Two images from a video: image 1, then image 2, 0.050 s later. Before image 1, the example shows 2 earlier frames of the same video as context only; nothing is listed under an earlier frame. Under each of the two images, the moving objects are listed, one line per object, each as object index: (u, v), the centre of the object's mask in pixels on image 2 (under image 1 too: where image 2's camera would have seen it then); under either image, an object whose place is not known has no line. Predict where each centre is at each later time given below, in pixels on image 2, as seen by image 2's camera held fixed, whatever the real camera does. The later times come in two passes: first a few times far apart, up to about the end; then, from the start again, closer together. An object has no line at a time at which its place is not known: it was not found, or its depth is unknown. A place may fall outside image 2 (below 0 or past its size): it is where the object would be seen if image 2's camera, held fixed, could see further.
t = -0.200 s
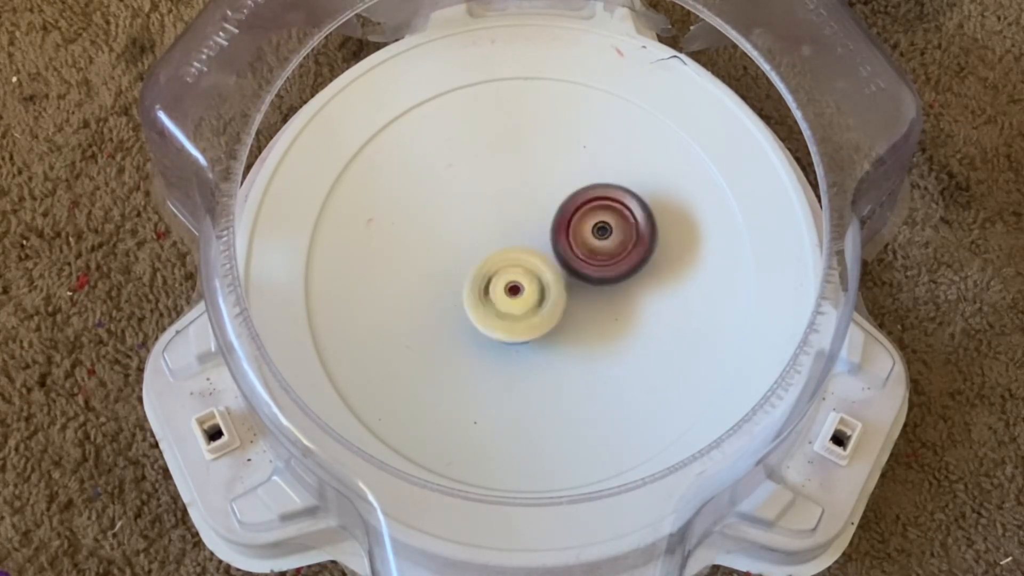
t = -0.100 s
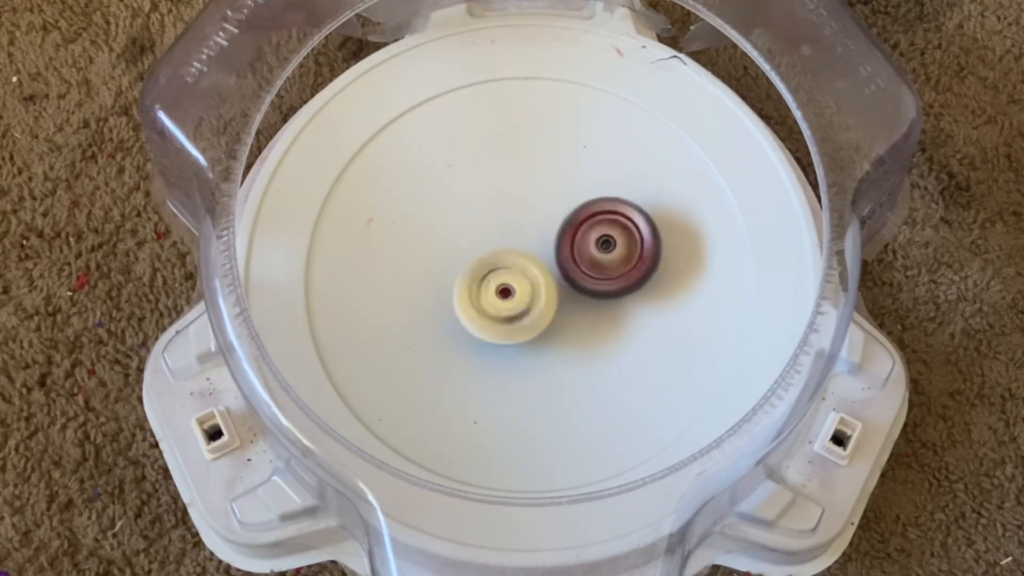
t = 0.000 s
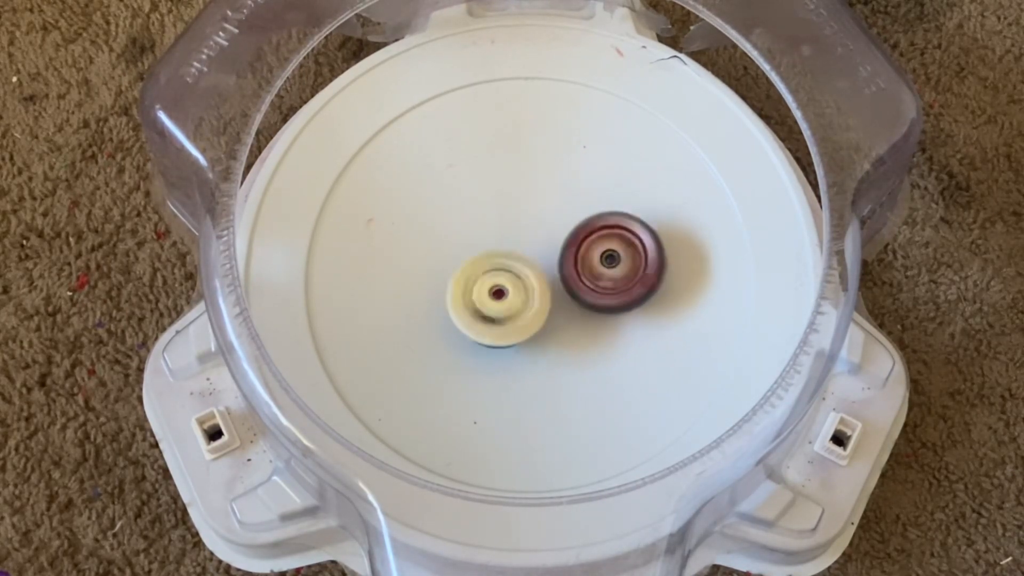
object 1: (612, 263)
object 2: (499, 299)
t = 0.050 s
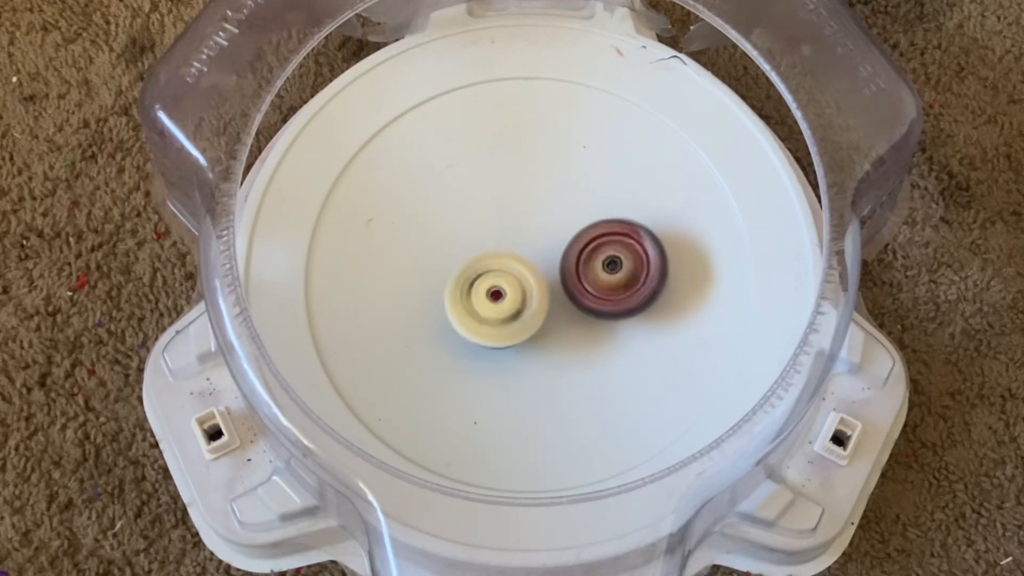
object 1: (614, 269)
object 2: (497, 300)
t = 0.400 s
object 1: (607, 304)
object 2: (498, 279)
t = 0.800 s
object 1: (560, 336)
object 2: (493, 256)
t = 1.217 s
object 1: (504, 343)
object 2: (495, 229)
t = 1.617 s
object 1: (459, 316)
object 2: (502, 220)
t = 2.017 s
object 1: (442, 288)
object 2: (532, 196)
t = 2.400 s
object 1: (459, 246)
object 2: (592, 241)
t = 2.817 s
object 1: (471, 196)
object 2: (643, 275)
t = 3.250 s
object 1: (465, 227)
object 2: (646, 286)
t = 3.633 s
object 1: (394, 159)
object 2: (679, 461)
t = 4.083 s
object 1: (456, 252)
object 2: (570, 356)
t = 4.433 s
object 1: (502, 162)
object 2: (526, 371)
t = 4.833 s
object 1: (574, 183)
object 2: (423, 260)
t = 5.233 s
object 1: (636, 286)
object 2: (457, 237)
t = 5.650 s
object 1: (623, 334)
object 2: (563, 202)
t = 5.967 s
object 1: (503, 330)
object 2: (592, 229)
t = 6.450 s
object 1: (395, 318)
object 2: (580, 321)
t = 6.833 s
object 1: (452, 197)
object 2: (549, 399)
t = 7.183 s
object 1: (491, 120)
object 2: (556, 377)
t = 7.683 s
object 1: (694, 260)
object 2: (465, 229)
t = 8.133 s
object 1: (618, 290)
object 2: (517, 219)
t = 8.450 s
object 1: (452, 388)
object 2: (560, 213)
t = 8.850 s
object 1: (440, 351)
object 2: (581, 277)
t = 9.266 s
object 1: (470, 149)
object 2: (535, 321)
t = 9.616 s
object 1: (511, 171)
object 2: (482, 299)
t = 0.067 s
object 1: (614, 271)
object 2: (496, 300)
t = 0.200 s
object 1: (616, 286)
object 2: (497, 300)
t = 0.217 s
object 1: (616, 288)
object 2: (498, 299)
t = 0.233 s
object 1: (616, 289)
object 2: (498, 298)
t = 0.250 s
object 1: (616, 291)
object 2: (498, 296)
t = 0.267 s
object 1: (615, 292)
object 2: (499, 295)
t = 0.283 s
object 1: (614, 294)
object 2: (499, 293)
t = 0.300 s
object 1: (613, 296)
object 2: (499, 291)
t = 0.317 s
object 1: (612, 297)
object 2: (499, 289)
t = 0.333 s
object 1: (612, 299)
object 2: (499, 287)
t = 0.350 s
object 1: (611, 301)
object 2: (499, 285)
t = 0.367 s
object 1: (610, 302)
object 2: (498, 283)
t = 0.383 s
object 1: (609, 303)
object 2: (498, 281)
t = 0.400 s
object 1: (607, 304)
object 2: (498, 279)
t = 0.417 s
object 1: (606, 306)
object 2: (498, 277)
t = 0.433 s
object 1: (604, 307)
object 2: (496, 275)
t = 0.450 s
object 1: (603, 309)
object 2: (495, 273)
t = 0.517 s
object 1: (595, 315)
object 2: (493, 267)
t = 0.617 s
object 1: (583, 323)
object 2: (491, 261)
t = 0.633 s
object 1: (581, 325)
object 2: (491, 260)
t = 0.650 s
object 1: (579, 326)
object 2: (490, 259)
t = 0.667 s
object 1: (577, 327)
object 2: (490, 259)
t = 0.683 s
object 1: (575, 329)
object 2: (490, 258)
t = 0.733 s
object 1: (568, 331)
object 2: (491, 258)
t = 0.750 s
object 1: (566, 332)
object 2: (492, 258)
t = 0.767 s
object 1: (564, 333)
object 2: (492, 258)
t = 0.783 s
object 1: (561, 335)
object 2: (492, 257)
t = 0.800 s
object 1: (560, 336)
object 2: (493, 256)
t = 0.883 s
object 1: (551, 339)
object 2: (491, 249)
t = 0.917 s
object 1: (546, 340)
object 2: (490, 247)
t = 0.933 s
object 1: (544, 341)
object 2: (490, 245)
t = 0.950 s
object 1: (541, 342)
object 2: (490, 245)
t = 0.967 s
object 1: (540, 342)
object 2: (490, 243)
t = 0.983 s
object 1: (537, 342)
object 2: (490, 242)
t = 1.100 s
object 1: (520, 341)
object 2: (491, 240)
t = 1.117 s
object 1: (518, 341)
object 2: (492, 240)
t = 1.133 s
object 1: (516, 341)
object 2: (492, 240)
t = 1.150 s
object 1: (513, 340)
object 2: (493, 240)
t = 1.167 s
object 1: (511, 341)
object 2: (493, 239)
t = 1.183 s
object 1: (508, 342)
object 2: (493, 235)
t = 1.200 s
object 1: (506, 344)
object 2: (495, 232)
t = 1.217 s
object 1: (504, 343)
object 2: (495, 229)
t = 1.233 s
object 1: (502, 343)
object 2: (495, 227)
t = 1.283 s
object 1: (494, 340)
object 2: (497, 221)
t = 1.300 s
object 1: (492, 340)
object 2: (497, 219)
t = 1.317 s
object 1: (490, 340)
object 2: (497, 218)
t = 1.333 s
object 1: (489, 339)
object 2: (498, 218)
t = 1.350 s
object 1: (487, 337)
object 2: (497, 218)
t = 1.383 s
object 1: (483, 335)
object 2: (497, 219)
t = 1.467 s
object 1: (475, 329)
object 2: (497, 221)
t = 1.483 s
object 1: (473, 327)
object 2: (496, 221)
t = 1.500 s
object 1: (471, 325)
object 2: (496, 221)
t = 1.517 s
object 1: (469, 324)
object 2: (496, 222)
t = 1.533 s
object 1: (468, 323)
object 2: (496, 222)
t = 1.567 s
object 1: (465, 319)
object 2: (497, 222)
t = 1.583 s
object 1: (464, 318)
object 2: (497, 222)
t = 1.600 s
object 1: (463, 316)
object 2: (498, 222)
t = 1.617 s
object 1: (459, 316)
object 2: (502, 220)
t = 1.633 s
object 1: (456, 317)
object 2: (506, 216)
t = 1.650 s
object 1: (453, 318)
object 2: (510, 212)
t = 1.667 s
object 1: (452, 317)
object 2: (515, 208)
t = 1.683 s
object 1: (451, 316)
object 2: (520, 205)
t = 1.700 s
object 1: (449, 315)
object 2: (522, 202)
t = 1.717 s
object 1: (448, 313)
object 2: (525, 199)
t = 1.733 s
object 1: (446, 312)
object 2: (528, 197)
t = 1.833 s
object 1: (442, 305)
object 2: (534, 191)
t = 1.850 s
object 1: (442, 304)
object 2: (534, 191)
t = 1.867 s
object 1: (442, 302)
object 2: (535, 191)
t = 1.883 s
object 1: (442, 301)
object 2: (534, 192)
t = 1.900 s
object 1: (441, 299)
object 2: (533, 192)
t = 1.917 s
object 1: (441, 298)
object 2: (533, 193)
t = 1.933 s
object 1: (441, 296)
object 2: (533, 193)
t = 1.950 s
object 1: (442, 295)
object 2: (532, 193)
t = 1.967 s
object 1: (442, 293)
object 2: (532, 194)
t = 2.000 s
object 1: (443, 289)
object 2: (531, 195)
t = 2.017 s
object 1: (442, 288)
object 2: (532, 196)
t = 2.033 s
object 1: (443, 286)
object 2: (532, 197)
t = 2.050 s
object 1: (444, 284)
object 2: (533, 197)
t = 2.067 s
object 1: (445, 282)
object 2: (533, 198)
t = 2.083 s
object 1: (446, 280)
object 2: (534, 199)
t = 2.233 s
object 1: (454, 261)
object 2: (550, 218)
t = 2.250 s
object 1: (455, 259)
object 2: (554, 221)
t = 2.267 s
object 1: (456, 256)
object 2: (557, 224)
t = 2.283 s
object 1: (454, 255)
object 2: (562, 226)
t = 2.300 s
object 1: (454, 254)
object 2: (568, 228)
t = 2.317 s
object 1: (454, 253)
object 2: (573, 231)
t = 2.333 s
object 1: (455, 251)
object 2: (577, 234)
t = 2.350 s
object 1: (456, 250)
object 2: (582, 236)
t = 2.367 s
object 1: (457, 248)
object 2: (587, 238)
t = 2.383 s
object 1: (457, 248)
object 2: (590, 239)
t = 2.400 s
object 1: (459, 246)
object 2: (592, 241)
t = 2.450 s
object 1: (463, 242)
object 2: (600, 245)
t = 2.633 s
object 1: (483, 231)
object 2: (605, 250)
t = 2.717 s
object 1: (494, 226)
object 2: (601, 249)
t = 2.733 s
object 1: (496, 225)
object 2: (600, 248)
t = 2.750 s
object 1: (499, 223)
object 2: (599, 249)
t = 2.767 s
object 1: (500, 222)
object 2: (599, 249)
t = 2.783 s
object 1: (491, 213)
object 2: (613, 256)
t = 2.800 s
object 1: (480, 204)
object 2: (628, 267)
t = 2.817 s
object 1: (471, 196)
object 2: (643, 275)
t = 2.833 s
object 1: (463, 189)
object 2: (655, 284)
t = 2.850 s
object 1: (455, 183)
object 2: (667, 292)
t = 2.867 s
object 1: (450, 181)
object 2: (677, 298)
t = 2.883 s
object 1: (447, 179)
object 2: (687, 303)
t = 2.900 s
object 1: (444, 179)
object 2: (695, 308)
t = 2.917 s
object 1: (442, 179)
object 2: (701, 311)
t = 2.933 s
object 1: (440, 181)
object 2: (707, 312)
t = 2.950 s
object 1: (440, 183)
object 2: (710, 314)
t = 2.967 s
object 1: (439, 185)
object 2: (714, 315)
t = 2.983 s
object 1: (439, 186)
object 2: (715, 316)
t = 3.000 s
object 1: (438, 188)
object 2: (716, 315)
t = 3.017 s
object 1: (438, 191)
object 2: (716, 315)
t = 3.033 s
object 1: (439, 193)
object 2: (713, 314)
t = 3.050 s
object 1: (440, 196)
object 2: (711, 314)
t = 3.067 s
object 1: (440, 198)
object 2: (707, 313)
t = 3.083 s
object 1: (440, 201)
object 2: (704, 311)
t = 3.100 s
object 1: (442, 204)
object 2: (699, 308)
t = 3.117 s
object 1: (444, 206)
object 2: (694, 306)
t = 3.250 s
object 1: (465, 227)
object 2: (646, 286)
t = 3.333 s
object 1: (483, 239)
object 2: (608, 282)
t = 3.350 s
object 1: (486, 241)
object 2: (601, 282)
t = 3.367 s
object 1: (490, 243)
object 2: (593, 283)
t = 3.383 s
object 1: (488, 237)
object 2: (593, 290)
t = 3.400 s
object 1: (472, 220)
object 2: (608, 312)
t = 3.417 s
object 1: (457, 205)
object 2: (623, 330)
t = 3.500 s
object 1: (410, 152)
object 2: (671, 411)
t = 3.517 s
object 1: (406, 149)
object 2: (672, 416)
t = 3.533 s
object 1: (403, 147)
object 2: (674, 421)
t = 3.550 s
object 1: (401, 148)
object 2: (679, 436)
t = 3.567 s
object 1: (399, 150)
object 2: (682, 446)
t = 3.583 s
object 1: (397, 151)
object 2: (682, 450)
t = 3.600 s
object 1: (396, 154)
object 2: (681, 455)
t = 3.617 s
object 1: (395, 157)
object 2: (680, 459)
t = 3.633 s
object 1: (394, 159)
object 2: (679, 461)
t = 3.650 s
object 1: (393, 162)
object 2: (677, 463)
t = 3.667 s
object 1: (394, 165)
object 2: (675, 464)
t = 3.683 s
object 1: (393, 167)
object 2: (673, 464)
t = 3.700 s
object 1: (393, 170)
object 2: (671, 463)
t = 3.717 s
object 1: (394, 174)
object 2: (669, 462)
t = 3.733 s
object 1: (394, 176)
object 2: (667, 459)
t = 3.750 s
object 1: (395, 180)
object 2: (664, 455)
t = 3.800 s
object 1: (399, 190)
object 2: (659, 446)
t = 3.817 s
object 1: (401, 193)
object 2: (653, 435)
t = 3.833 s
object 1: (402, 197)
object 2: (653, 432)
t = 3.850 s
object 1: (404, 200)
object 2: (653, 433)
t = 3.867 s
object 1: (408, 204)
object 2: (650, 427)
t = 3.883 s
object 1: (409, 207)
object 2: (650, 424)
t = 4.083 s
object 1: (456, 252)
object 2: (570, 356)
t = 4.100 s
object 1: (464, 257)
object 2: (561, 351)
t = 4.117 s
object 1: (471, 261)
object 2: (549, 344)
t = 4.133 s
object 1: (478, 260)
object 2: (542, 343)
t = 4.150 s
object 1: (479, 243)
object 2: (545, 358)
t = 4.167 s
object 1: (480, 226)
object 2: (544, 370)
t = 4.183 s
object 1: (483, 212)
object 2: (545, 381)
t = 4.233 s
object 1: (489, 183)
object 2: (547, 402)
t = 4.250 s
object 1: (491, 178)
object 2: (548, 403)
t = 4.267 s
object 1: (493, 173)
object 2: (547, 405)
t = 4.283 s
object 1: (494, 171)
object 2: (549, 405)
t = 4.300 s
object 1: (495, 169)
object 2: (548, 403)
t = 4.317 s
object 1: (495, 168)
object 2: (547, 402)
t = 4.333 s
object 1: (497, 167)
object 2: (546, 399)
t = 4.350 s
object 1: (497, 166)
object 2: (544, 395)
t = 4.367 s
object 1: (498, 165)
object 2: (541, 392)
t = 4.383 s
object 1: (498, 164)
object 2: (537, 388)
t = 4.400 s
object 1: (499, 163)
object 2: (534, 382)
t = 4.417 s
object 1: (501, 162)
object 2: (530, 377)
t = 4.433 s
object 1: (502, 162)
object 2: (526, 371)
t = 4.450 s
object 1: (503, 162)
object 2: (522, 365)
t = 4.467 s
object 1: (504, 162)
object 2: (520, 360)
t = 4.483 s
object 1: (506, 163)
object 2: (515, 354)
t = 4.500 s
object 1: (507, 163)
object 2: (511, 347)
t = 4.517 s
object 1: (509, 164)
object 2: (508, 340)
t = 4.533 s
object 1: (510, 164)
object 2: (503, 335)
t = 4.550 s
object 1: (511, 166)
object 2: (499, 328)
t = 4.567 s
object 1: (513, 166)
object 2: (497, 321)
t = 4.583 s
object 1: (515, 168)
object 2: (492, 315)
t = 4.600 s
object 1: (517, 169)
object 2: (488, 309)
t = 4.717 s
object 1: (529, 182)
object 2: (470, 270)
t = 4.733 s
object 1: (530, 185)
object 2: (467, 264)
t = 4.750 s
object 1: (533, 187)
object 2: (466, 259)
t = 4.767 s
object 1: (542, 184)
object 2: (455, 260)
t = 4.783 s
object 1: (552, 183)
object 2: (445, 261)
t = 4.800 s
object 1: (561, 181)
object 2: (437, 260)
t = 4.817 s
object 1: (568, 183)
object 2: (430, 261)
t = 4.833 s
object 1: (574, 183)
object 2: (423, 260)
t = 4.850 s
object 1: (578, 185)
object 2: (419, 258)
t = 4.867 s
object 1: (583, 187)
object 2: (418, 257)
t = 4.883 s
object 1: (586, 190)
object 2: (415, 256)
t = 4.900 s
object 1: (590, 193)
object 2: (414, 254)
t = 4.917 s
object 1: (592, 196)
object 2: (415, 253)
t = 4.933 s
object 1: (596, 200)
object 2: (414, 253)
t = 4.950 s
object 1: (598, 203)
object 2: (414, 251)
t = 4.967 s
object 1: (602, 207)
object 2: (416, 251)
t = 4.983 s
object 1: (604, 211)
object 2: (417, 251)
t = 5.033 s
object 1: (612, 225)
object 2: (424, 251)
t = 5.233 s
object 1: (636, 286)
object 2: (457, 237)
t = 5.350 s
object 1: (643, 310)
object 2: (485, 222)
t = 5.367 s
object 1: (642, 313)
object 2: (491, 220)
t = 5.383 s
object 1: (643, 314)
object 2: (496, 219)
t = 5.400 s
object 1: (642, 317)
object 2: (499, 216)
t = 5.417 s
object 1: (642, 318)
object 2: (505, 215)
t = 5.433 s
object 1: (640, 320)
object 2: (509, 213)
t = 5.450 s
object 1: (640, 320)
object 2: (513, 210)
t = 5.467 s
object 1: (639, 322)
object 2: (517, 209)
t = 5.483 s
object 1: (639, 323)
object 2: (524, 208)
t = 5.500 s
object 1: (637, 325)
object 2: (528, 205)
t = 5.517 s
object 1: (637, 325)
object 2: (531, 204)
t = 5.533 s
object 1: (635, 327)
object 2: (537, 203)
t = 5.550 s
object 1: (634, 328)
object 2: (541, 202)
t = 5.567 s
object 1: (632, 330)
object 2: (544, 202)
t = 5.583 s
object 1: (631, 330)
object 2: (548, 201)
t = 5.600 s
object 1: (629, 331)
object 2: (552, 201)
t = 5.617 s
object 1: (627, 332)
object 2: (556, 201)
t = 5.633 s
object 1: (624, 333)
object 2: (559, 201)
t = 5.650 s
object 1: (623, 334)
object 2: (563, 202)
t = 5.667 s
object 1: (620, 335)
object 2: (565, 202)
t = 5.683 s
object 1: (618, 335)
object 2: (567, 202)
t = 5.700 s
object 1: (614, 336)
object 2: (569, 203)
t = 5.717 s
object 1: (611, 336)
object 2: (573, 204)
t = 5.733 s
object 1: (606, 336)
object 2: (575, 204)
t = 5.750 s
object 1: (602, 335)
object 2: (576, 206)
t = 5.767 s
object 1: (596, 335)
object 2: (580, 207)
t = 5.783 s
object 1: (591, 334)
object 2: (581, 208)
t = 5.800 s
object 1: (584, 334)
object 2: (582, 210)
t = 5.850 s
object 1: (563, 332)
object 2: (586, 214)
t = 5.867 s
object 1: (555, 332)
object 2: (587, 216)
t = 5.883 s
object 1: (547, 331)
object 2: (589, 218)
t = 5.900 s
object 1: (538, 331)
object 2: (589, 220)
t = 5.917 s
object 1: (530, 330)
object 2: (590, 221)
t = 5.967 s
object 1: (503, 330)
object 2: (592, 229)
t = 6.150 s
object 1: (421, 328)
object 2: (600, 266)
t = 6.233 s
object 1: (403, 326)
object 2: (599, 283)
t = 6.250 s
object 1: (401, 325)
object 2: (599, 286)
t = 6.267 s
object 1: (400, 325)
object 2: (598, 290)
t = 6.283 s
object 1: (398, 324)
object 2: (597, 294)
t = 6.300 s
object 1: (398, 324)
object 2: (596, 296)
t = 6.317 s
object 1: (397, 323)
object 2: (596, 299)
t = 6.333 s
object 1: (397, 323)
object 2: (593, 303)
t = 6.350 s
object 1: (395, 322)
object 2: (591, 305)
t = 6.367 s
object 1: (396, 322)
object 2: (590, 308)
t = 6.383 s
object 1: (395, 321)
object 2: (589, 311)
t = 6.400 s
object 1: (395, 321)
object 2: (586, 314)
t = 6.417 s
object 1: (394, 320)
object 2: (584, 317)
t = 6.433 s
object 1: (396, 319)
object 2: (581, 319)
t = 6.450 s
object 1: (395, 318)
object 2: (580, 321)
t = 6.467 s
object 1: (397, 317)
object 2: (578, 324)
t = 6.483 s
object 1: (397, 316)
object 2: (574, 326)
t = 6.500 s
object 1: (398, 314)
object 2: (572, 328)
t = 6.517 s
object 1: (399, 313)
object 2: (570, 330)
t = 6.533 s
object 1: (401, 311)
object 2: (567, 332)
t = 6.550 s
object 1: (402, 310)
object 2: (564, 334)
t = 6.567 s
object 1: (404, 308)
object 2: (560, 335)
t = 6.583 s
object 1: (406, 308)
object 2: (558, 337)
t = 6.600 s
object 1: (408, 305)
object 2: (555, 339)
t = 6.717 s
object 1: (436, 288)
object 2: (530, 343)
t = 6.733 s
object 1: (441, 283)
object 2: (527, 343)
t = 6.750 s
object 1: (447, 279)
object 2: (524, 343)
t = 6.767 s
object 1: (452, 272)
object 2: (521, 346)
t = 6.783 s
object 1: (452, 253)
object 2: (528, 361)
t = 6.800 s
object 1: (451, 233)
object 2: (538, 375)
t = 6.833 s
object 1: (452, 197)
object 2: (549, 399)
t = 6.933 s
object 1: (461, 125)
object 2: (567, 430)
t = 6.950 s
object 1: (462, 116)
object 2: (568, 431)
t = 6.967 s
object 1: (462, 107)
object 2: (570, 431)
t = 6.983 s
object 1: (463, 99)
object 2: (571, 430)
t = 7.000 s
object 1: (462, 92)
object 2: (570, 428)
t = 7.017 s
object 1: (464, 85)
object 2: (570, 425)
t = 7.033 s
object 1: (465, 81)
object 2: (569, 421)
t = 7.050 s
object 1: (467, 78)
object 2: (568, 418)
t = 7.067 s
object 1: (469, 78)
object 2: (570, 414)
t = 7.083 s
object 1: (471, 80)
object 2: (568, 410)
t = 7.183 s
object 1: (491, 120)
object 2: (556, 377)
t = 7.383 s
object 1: (561, 201)
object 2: (504, 297)
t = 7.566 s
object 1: (648, 248)
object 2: (471, 247)
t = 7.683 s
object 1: (694, 260)
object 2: (465, 229)
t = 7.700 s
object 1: (698, 262)
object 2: (465, 228)
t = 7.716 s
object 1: (700, 263)
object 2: (465, 226)
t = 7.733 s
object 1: (703, 263)
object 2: (466, 225)
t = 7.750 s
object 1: (704, 264)
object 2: (468, 224)
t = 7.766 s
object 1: (704, 264)
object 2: (468, 223)
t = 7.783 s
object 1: (704, 265)
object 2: (469, 222)
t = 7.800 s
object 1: (702, 265)
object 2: (470, 222)
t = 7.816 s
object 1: (702, 265)
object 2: (471, 221)
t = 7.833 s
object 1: (701, 266)
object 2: (471, 222)
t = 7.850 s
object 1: (700, 265)
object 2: (475, 221)
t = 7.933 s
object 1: (691, 267)
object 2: (482, 222)
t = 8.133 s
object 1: (618, 290)
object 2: (517, 219)
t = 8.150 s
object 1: (609, 293)
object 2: (521, 218)
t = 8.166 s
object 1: (599, 297)
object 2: (527, 220)
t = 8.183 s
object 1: (588, 301)
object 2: (530, 219)
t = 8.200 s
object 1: (578, 306)
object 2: (533, 218)
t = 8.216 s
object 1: (568, 315)
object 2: (534, 213)
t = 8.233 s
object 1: (558, 322)
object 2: (536, 209)
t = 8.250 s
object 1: (549, 329)
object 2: (538, 207)
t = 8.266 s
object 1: (538, 335)
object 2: (539, 205)
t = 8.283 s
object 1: (530, 341)
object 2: (542, 205)
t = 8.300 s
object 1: (520, 347)
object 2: (544, 204)
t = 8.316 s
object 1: (512, 352)
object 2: (545, 205)
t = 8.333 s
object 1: (504, 357)
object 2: (547, 205)
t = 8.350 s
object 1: (494, 362)
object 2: (549, 206)
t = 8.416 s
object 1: (465, 380)
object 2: (557, 211)
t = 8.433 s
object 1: (457, 385)
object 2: (559, 213)
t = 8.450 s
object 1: (452, 388)
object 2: (560, 213)
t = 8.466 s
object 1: (446, 392)
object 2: (561, 216)
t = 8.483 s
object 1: (440, 394)
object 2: (563, 218)
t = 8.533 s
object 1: (430, 398)
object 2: (569, 225)
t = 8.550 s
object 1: (427, 399)
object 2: (570, 227)
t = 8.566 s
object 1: (425, 399)
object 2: (572, 229)
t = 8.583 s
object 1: (426, 398)
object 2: (572, 232)
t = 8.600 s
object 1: (426, 398)
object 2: (574, 234)
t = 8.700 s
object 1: (427, 390)
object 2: (579, 252)
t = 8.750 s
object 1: (429, 382)
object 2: (581, 260)
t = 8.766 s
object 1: (431, 380)
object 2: (582, 263)
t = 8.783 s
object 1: (432, 375)
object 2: (583, 266)
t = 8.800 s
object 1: (435, 370)
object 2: (582, 268)
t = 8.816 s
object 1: (436, 364)
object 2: (582, 271)
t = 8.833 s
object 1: (437, 358)
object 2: (581, 274)
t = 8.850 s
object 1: (440, 351)
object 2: (581, 277)
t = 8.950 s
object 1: (450, 298)
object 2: (576, 292)
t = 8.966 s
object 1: (451, 289)
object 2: (574, 295)
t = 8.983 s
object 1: (454, 278)
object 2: (573, 297)
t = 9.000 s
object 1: (455, 269)
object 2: (571, 299)
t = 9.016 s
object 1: (455, 259)
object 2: (570, 301)
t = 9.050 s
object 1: (458, 241)
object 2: (567, 305)
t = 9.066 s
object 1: (458, 231)
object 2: (565, 306)
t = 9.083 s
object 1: (460, 223)
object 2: (564, 309)
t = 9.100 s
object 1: (460, 215)
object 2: (561, 311)
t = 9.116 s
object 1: (462, 205)
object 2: (559, 312)
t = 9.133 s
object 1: (463, 198)
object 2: (556, 314)
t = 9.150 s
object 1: (462, 190)
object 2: (553, 315)
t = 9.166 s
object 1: (464, 182)
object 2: (551, 316)
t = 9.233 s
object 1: (467, 157)
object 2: (541, 320)
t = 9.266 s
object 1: (470, 149)
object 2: (535, 321)
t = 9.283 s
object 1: (471, 146)
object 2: (532, 321)
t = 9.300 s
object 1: (472, 143)
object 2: (530, 321)
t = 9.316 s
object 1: (474, 142)
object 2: (527, 322)
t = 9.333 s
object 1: (475, 140)
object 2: (523, 321)
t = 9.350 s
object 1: (477, 139)
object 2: (520, 322)
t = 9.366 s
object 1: (477, 140)
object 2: (517, 322)
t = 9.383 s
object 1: (478, 139)
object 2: (514, 321)
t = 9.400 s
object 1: (480, 140)
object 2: (511, 320)
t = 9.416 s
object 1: (481, 141)
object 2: (508, 319)
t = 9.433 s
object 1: (482, 141)
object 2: (507, 318)
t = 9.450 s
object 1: (484, 143)
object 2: (504, 317)
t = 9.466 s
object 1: (484, 145)
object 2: (502, 316)
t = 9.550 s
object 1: (496, 156)
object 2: (489, 307)
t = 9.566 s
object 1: (498, 159)
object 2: (487, 306)
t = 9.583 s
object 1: (503, 163)
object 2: (485, 304)
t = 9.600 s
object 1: (507, 168)
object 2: (484, 302)
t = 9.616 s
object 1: (511, 171)
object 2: (482, 299)
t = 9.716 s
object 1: (546, 204)
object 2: (472, 285)
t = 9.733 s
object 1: (553, 211)
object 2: (472, 282)
